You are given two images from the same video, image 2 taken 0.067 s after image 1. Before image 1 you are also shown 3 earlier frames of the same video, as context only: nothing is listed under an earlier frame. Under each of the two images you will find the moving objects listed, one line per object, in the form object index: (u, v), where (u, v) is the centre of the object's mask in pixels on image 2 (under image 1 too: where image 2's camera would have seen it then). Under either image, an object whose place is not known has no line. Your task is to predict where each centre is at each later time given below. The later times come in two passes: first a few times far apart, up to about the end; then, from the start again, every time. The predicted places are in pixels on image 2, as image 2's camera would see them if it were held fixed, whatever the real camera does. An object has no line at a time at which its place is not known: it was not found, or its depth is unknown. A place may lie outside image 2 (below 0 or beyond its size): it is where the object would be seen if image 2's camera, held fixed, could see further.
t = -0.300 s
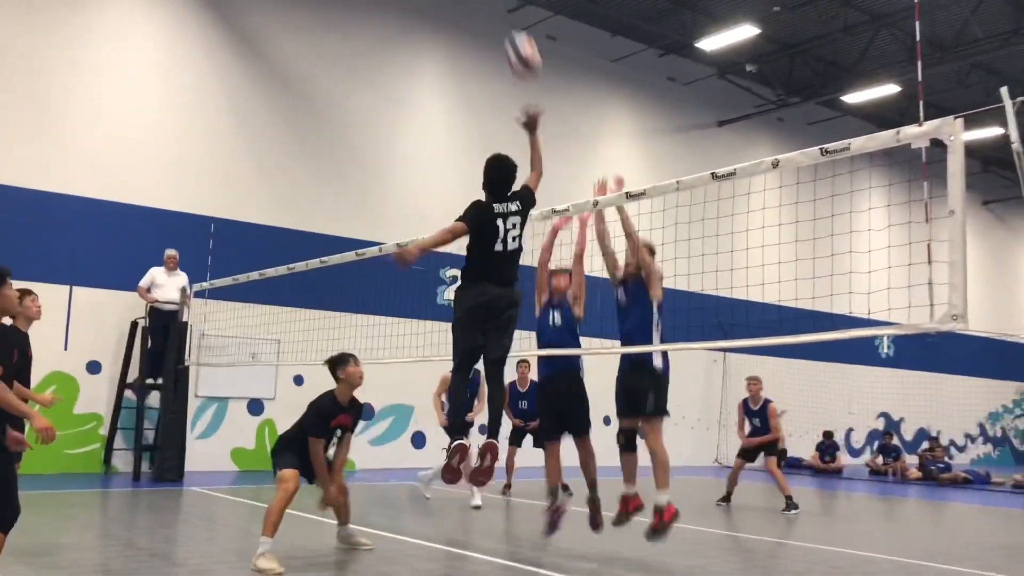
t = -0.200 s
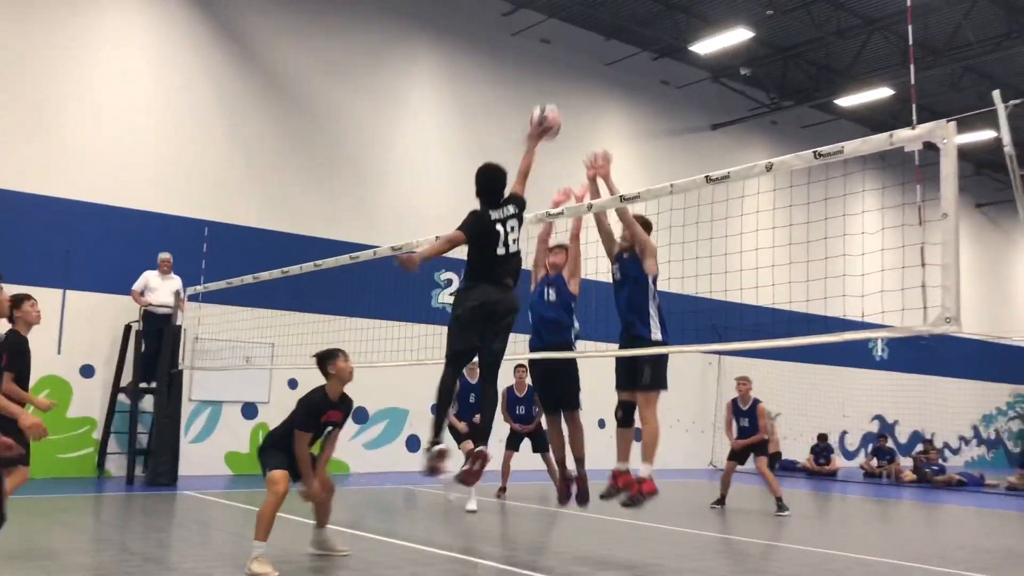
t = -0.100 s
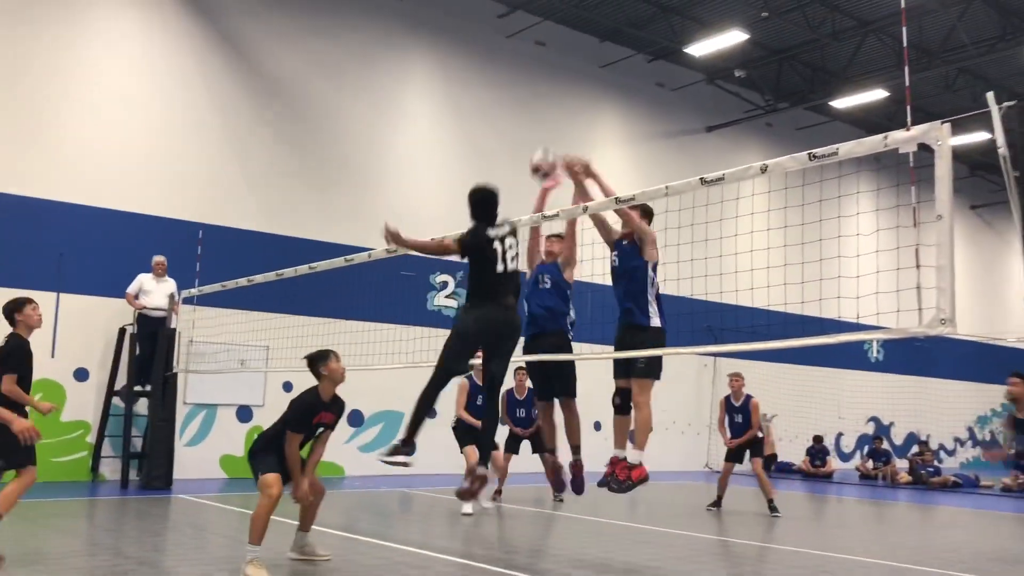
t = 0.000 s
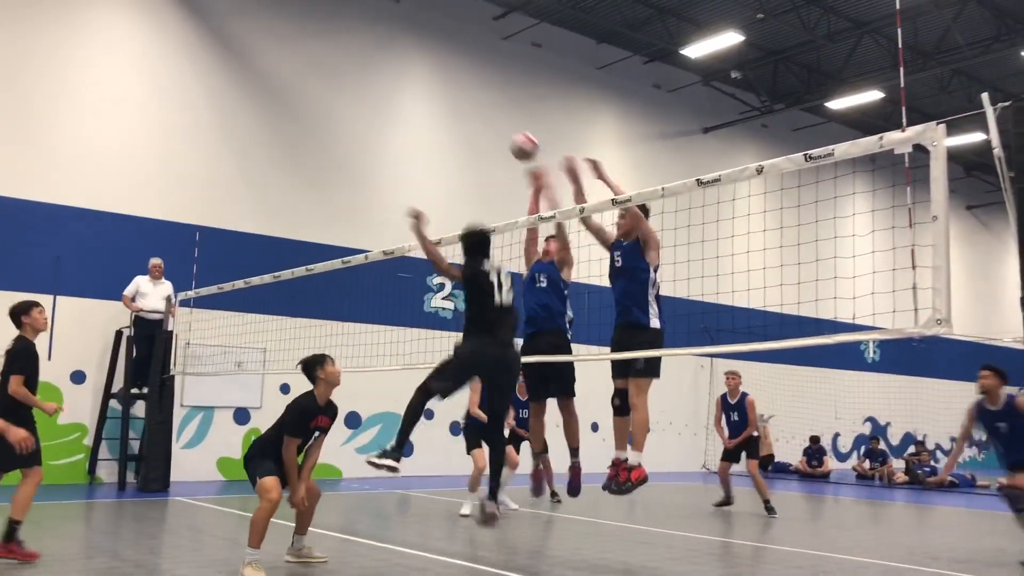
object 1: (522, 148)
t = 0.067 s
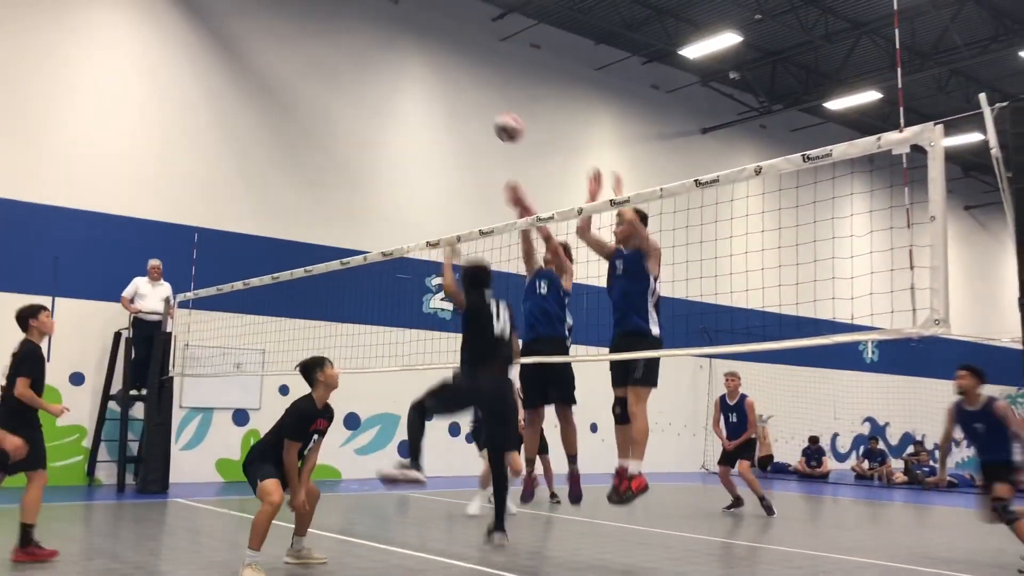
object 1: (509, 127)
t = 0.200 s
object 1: (479, 103)
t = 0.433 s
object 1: (424, 116)
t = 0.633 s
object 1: (371, 189)
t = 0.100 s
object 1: (502, 119)
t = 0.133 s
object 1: (494, 113)
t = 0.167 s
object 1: (487, 107)
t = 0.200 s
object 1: (479, 103)
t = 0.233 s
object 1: (472, 101)
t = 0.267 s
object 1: (465, 100)
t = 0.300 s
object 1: (457, 101)
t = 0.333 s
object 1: (449, 102)
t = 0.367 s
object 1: (441, 105)
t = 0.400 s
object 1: (433, 110)
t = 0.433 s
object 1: (424, 116)
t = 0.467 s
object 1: (416, 124)
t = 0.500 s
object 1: (407, 134)
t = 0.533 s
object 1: (399, 145)
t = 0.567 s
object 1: (390, 158)
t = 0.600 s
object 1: (381, 173)
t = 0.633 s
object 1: (371, 189)
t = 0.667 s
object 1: (361, 208)
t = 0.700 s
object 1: (352, 226)
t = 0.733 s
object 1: (341, 247)
